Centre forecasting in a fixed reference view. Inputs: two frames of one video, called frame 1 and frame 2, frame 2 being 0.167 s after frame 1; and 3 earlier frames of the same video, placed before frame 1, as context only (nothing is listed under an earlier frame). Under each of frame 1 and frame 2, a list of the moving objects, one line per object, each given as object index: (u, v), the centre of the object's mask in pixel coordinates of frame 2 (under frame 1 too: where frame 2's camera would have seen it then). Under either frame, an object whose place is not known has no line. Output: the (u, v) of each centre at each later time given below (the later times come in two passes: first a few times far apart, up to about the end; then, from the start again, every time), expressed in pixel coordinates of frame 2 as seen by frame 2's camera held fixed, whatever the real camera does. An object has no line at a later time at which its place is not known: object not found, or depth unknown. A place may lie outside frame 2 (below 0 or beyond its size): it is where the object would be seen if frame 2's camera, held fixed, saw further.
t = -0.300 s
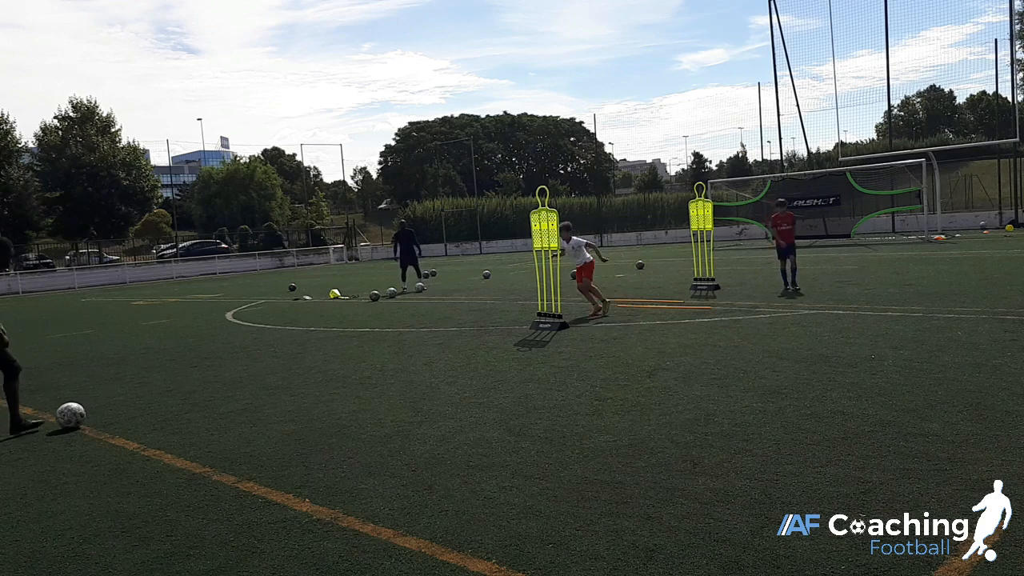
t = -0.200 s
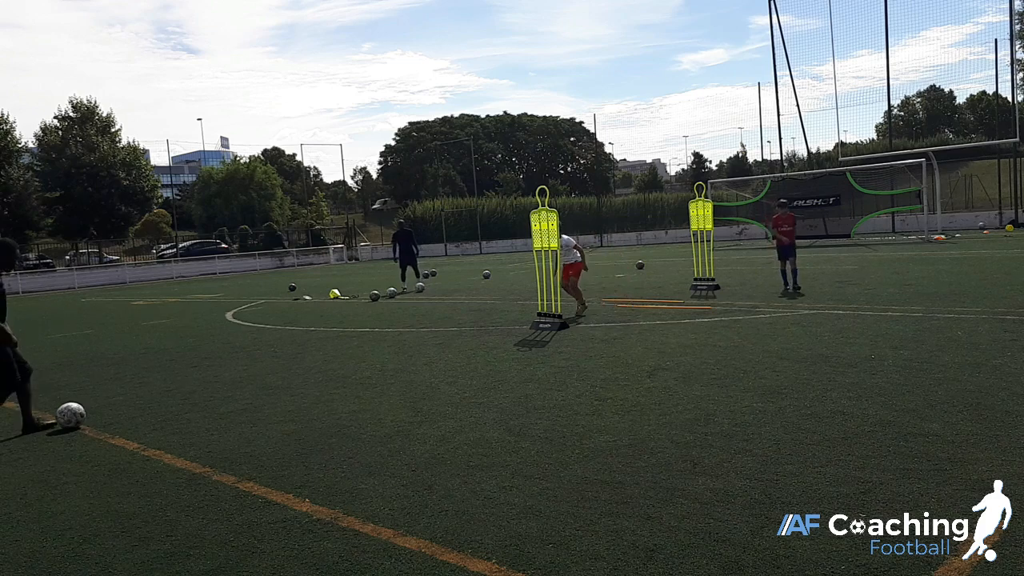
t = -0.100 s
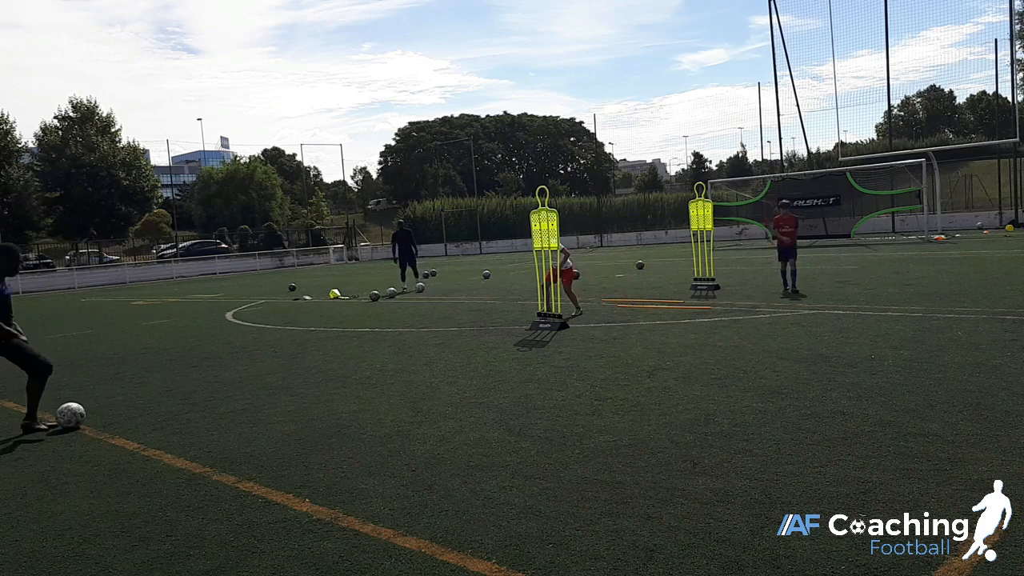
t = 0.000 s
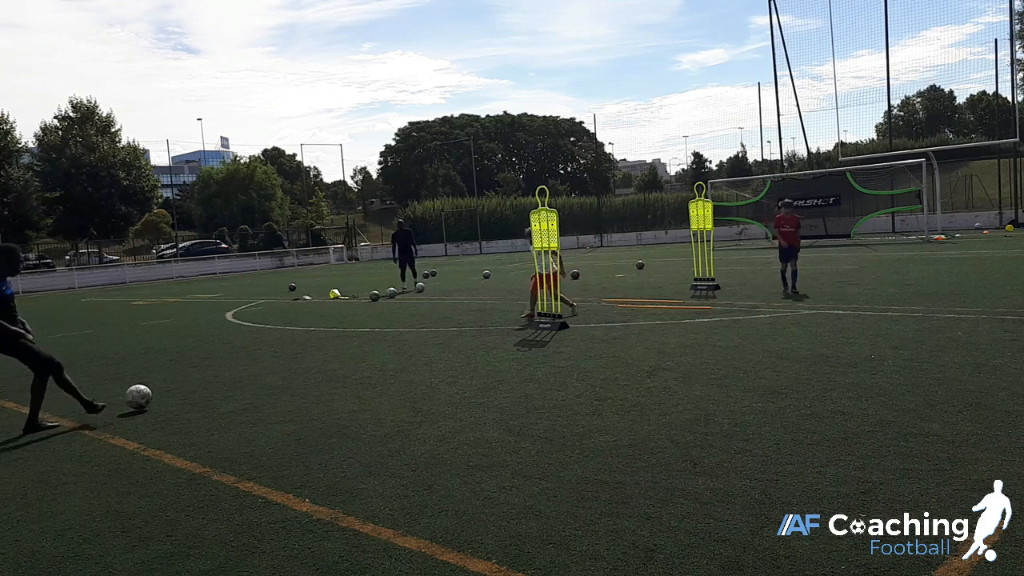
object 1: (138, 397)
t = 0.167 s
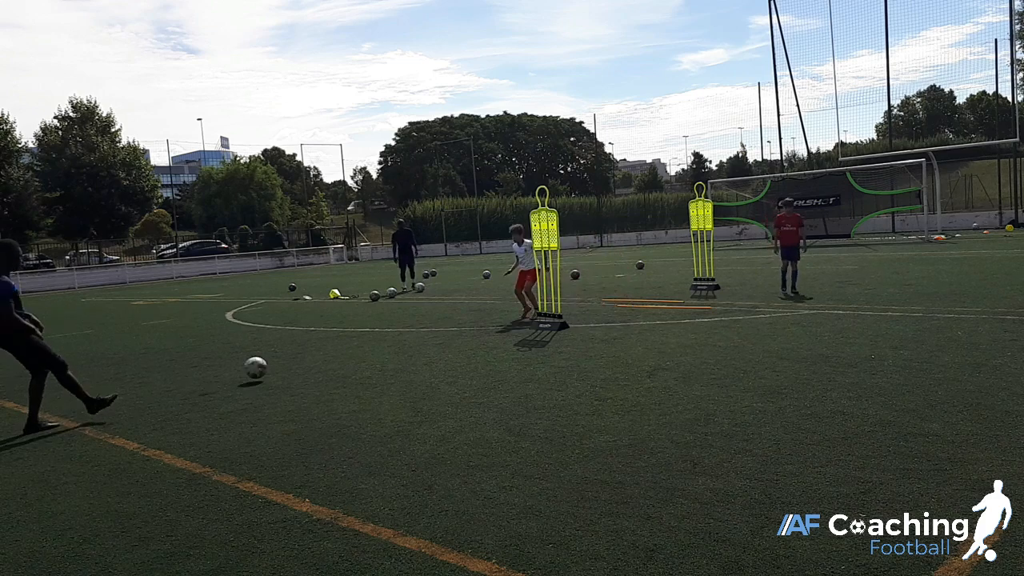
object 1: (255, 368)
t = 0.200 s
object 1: (274, 363)
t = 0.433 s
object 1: (373, 343)
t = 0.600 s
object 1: (419, 332)
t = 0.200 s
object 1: (274, 363)
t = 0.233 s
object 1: (292, 361)
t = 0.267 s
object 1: (309, 358)
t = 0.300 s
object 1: (323, 353)
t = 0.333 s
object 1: (336, 350)
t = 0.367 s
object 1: (349, 347)
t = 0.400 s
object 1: (362, 345)
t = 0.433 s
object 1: (373, 343)
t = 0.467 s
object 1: (383, 339)
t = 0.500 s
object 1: (393, 337)
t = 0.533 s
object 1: (401, 335)
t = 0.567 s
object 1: (411, 334)
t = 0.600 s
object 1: (419, 332)
